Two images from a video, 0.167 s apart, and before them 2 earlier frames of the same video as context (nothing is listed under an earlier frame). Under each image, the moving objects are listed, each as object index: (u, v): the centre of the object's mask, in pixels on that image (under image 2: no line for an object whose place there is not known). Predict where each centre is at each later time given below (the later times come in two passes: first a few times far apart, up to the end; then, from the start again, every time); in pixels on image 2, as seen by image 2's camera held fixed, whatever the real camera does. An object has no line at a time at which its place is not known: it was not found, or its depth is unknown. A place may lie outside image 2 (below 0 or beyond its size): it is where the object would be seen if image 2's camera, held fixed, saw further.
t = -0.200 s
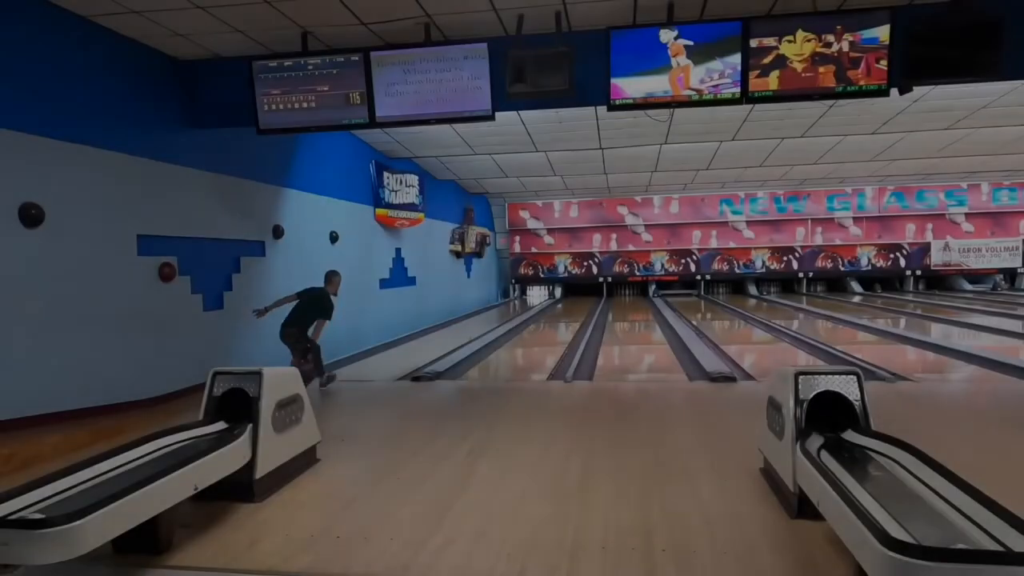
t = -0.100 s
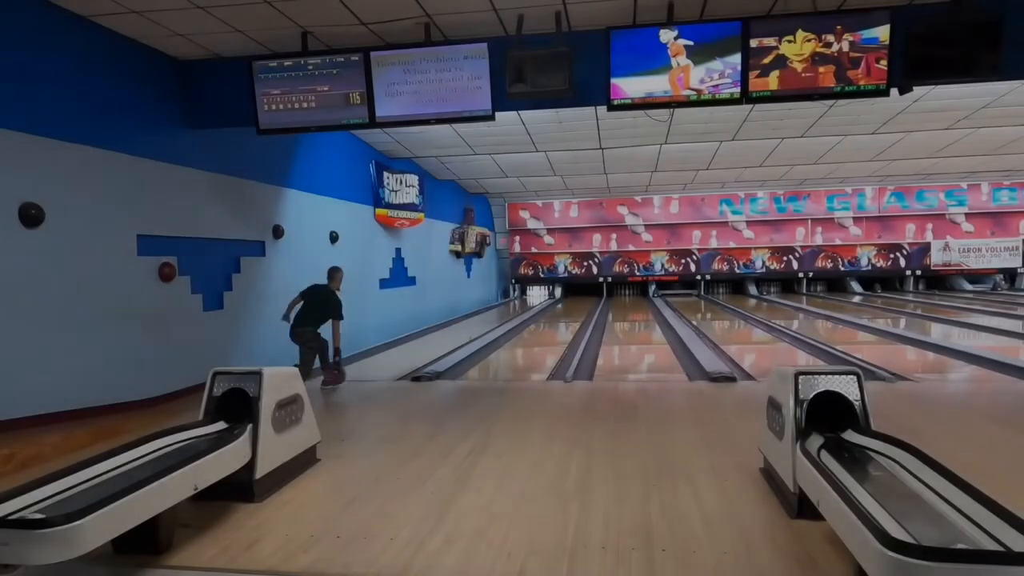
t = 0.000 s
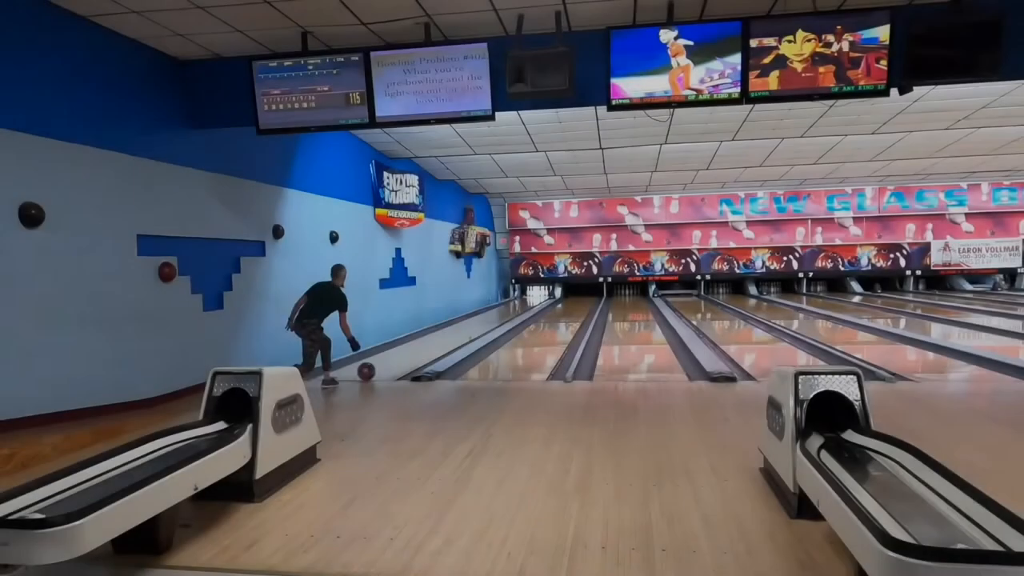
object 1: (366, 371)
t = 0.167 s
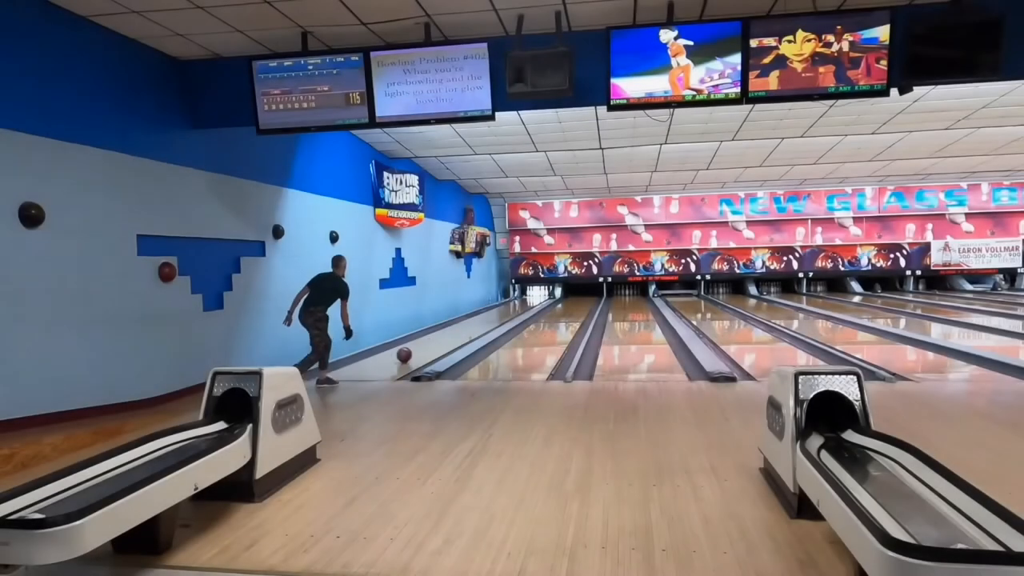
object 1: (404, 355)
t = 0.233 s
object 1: (416, 350)
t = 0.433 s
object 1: (445, 337)
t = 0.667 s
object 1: (470, 326)
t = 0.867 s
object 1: (486, 319)
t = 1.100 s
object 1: (500, 312)
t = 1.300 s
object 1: (510, 307)
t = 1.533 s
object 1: (518, 303)
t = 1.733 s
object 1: (527, 300)
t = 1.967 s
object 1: (533, 298)
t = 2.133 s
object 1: (537, 296)
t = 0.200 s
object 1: (410, 352)
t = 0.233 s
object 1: (416, 350)
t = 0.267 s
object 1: (422, 347)
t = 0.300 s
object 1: (427, 345)
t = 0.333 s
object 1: (432, 343)
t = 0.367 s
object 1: (437, 341)
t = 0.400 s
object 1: (441, 339)
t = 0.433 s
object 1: (445, 337)
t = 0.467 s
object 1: (449, 335)
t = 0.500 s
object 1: (453, 334)
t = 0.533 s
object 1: (457, 332)
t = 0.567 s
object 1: (460, 330)
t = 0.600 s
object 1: (464, 329)
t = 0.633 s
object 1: (467, 327)
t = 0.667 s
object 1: (470, 326)
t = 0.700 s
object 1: (473, 325)
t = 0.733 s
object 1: (476, 324)
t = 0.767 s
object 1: (479, 322)
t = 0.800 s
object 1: (481, 321)
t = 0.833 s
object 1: (484, 320)
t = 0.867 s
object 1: (486, 319)
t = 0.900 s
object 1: (488, 318)
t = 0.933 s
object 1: (491, 317)
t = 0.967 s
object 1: (493, 316)
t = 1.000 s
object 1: (495, 315)
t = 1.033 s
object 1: (497, 315)
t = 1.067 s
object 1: (499, 314)
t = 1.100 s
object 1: (500, 312)
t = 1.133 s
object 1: (502, 311)
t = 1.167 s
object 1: (504, 311)
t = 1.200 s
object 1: (506, 310)
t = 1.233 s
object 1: (507, 309)
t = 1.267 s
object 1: (508, 308)
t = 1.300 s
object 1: (510, 307)
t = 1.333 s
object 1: (511, 306)
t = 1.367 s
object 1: (513, 306)
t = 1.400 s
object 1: (514, 305)
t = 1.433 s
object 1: (516, 304)
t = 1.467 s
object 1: (516, 304)
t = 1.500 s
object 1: (517, 303)
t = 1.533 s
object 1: (518, 303)
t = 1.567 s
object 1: (520, 302)
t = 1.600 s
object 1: (522, 302)
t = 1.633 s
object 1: (523, 302)
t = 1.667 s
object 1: (526, 301)
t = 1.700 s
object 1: (526, 301)
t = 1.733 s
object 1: (527, 300)
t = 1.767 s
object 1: (528, 300)
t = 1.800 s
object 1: (528, 298)
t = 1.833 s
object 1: (529, 299)
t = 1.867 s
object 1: (530, 298)
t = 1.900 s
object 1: (531, 298)
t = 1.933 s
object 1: (532, 298)
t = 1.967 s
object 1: (533, 298)
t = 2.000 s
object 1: (534, 297)
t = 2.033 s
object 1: (534, 297)
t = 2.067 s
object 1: (535, 296)
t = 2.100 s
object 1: (537, 296)
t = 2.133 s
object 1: (537, 296)
